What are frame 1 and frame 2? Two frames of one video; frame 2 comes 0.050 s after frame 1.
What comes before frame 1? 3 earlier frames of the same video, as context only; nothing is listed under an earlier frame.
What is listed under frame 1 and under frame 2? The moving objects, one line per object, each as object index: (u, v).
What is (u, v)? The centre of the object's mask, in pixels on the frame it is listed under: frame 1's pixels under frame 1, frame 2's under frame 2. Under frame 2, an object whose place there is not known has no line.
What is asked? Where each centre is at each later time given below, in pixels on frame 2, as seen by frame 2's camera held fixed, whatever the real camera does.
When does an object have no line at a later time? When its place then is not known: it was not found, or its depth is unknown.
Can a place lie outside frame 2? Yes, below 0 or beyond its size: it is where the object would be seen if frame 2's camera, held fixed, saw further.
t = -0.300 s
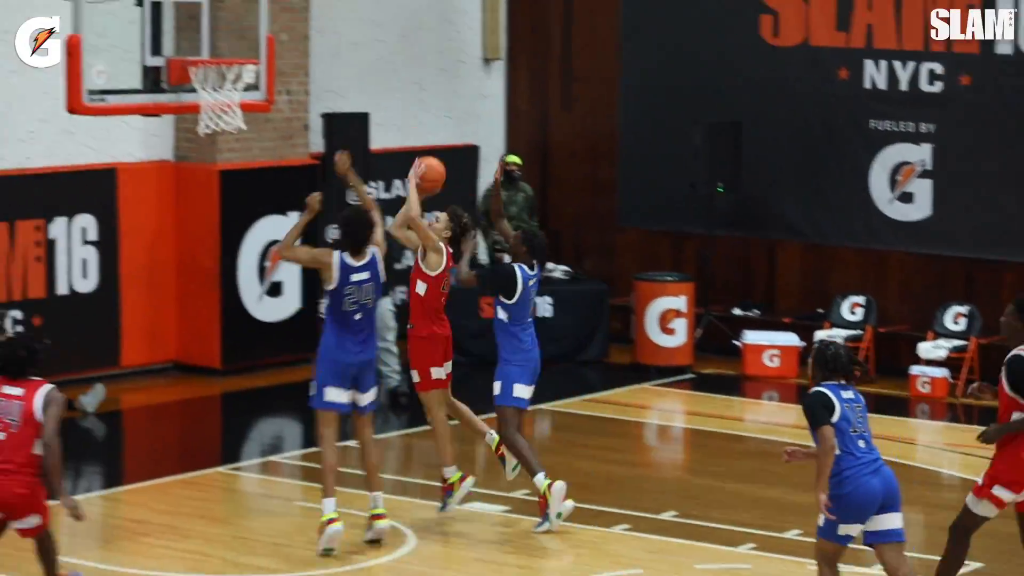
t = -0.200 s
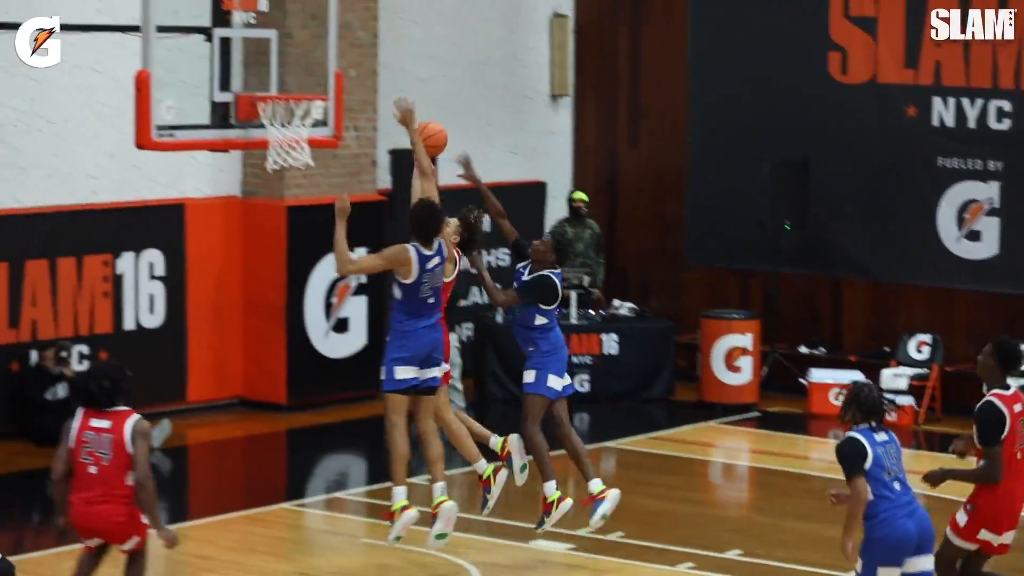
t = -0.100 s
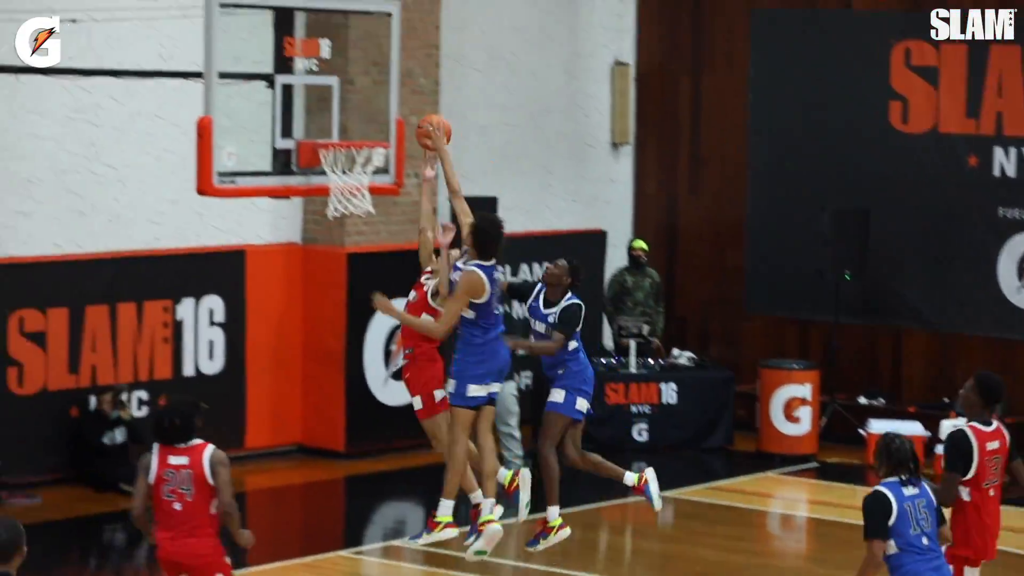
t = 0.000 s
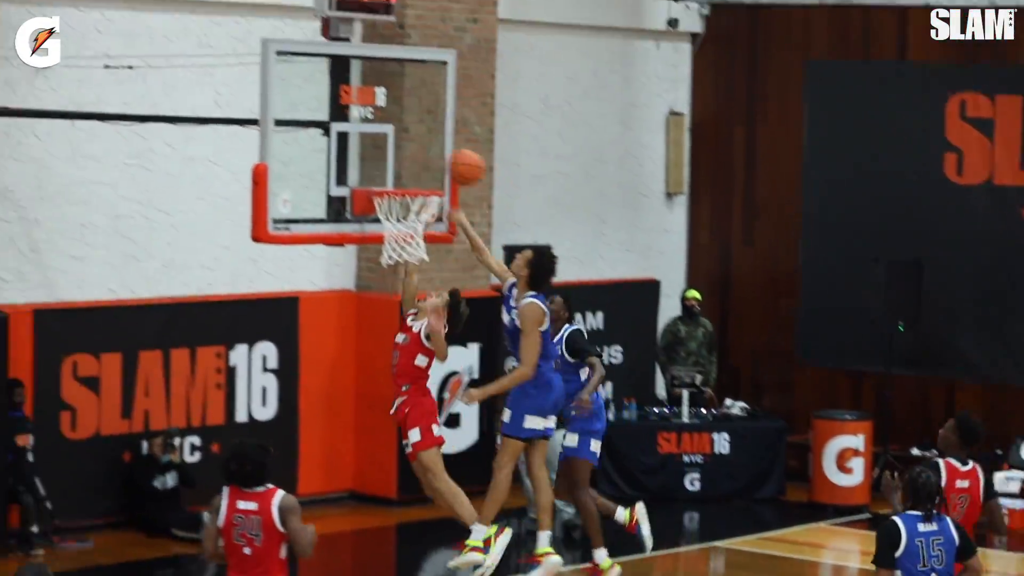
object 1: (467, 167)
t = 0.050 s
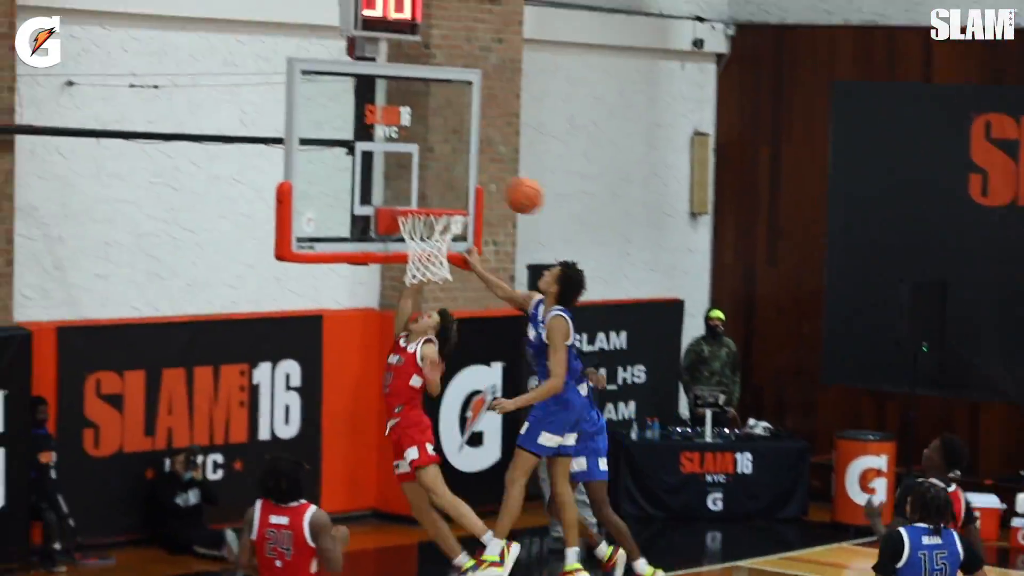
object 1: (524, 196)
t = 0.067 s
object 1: (537, 199)
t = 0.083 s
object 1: (548, 202)
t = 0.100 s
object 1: (560, 207)
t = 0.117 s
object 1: (573, 212)
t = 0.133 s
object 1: (584, 217)
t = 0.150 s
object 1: (596, 223)
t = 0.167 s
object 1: (608, 229)
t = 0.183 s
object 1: (619, 235)
